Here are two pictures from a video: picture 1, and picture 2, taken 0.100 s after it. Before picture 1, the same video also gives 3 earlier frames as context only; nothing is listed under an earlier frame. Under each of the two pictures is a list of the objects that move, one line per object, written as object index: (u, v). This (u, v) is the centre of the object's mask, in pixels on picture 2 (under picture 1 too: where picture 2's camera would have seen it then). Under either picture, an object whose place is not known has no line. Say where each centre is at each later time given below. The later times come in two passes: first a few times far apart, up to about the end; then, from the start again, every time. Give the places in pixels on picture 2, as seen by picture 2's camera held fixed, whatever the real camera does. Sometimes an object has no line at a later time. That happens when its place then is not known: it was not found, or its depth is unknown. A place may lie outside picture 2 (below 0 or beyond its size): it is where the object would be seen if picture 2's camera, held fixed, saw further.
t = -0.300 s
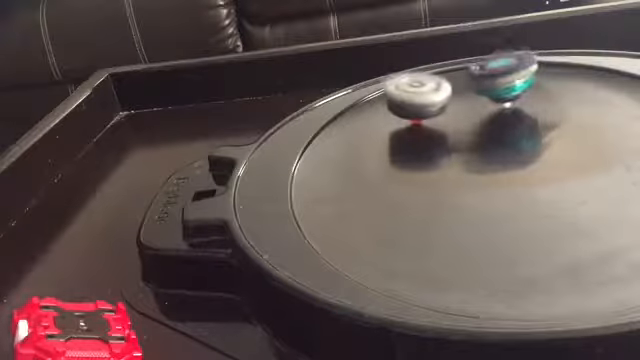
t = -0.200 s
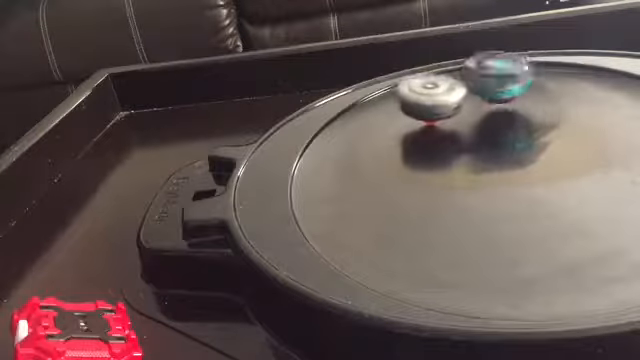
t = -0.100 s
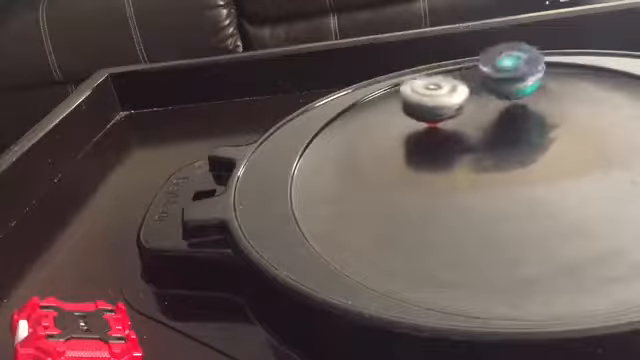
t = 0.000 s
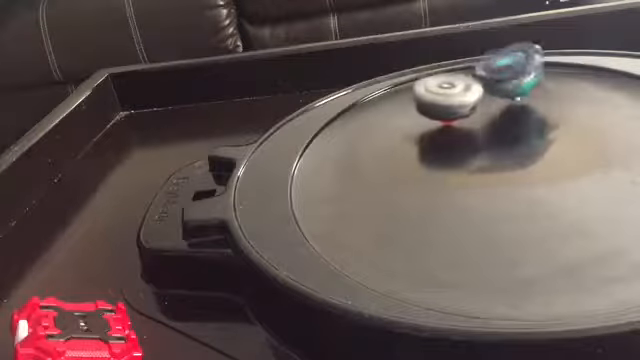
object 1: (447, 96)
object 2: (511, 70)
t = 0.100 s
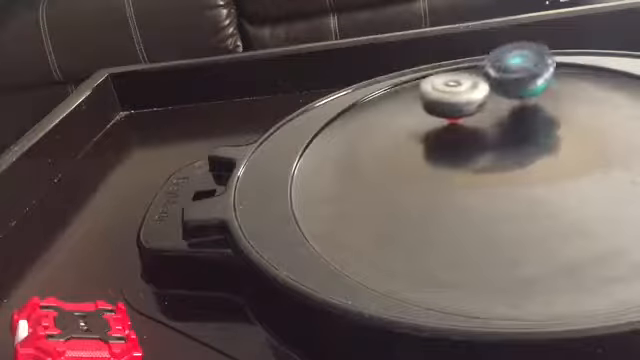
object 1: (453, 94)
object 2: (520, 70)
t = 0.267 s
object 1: (450, 90)
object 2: (524, 79)
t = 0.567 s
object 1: (411, 87)
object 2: (527, 90)
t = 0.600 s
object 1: (413, 88)
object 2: (524, 91)
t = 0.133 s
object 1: (454, 93)
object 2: (524, 71)
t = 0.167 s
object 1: (453, 92)
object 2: (526, 70)
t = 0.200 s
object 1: (453, 92)
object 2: (525, 72)
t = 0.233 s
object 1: (453, 91)
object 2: (524, 76)
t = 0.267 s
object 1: (450, 90)
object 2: (524, 79)
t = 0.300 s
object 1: (448, 90)
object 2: (524, 82)
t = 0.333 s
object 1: (440, 88)
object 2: (527, 82)
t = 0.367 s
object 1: (433, 88)
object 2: (528, 81)
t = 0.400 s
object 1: (427, 87)
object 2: (529, 83)
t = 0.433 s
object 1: (423, 86)
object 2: (529, 85)
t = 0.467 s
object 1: (418, 86)
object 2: (529, 89)
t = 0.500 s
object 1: (415, 86)
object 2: (527, 89)
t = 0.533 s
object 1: (412, 86)
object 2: (526, 89)
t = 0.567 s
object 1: (411, 87)
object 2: (527, 90)
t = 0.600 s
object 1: (413, 88)
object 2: (524, 91)
